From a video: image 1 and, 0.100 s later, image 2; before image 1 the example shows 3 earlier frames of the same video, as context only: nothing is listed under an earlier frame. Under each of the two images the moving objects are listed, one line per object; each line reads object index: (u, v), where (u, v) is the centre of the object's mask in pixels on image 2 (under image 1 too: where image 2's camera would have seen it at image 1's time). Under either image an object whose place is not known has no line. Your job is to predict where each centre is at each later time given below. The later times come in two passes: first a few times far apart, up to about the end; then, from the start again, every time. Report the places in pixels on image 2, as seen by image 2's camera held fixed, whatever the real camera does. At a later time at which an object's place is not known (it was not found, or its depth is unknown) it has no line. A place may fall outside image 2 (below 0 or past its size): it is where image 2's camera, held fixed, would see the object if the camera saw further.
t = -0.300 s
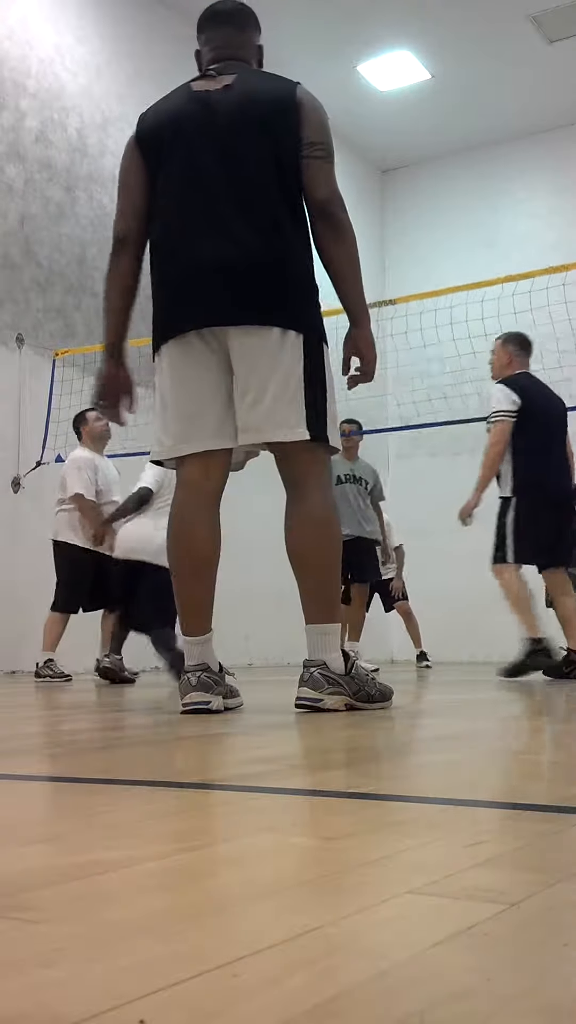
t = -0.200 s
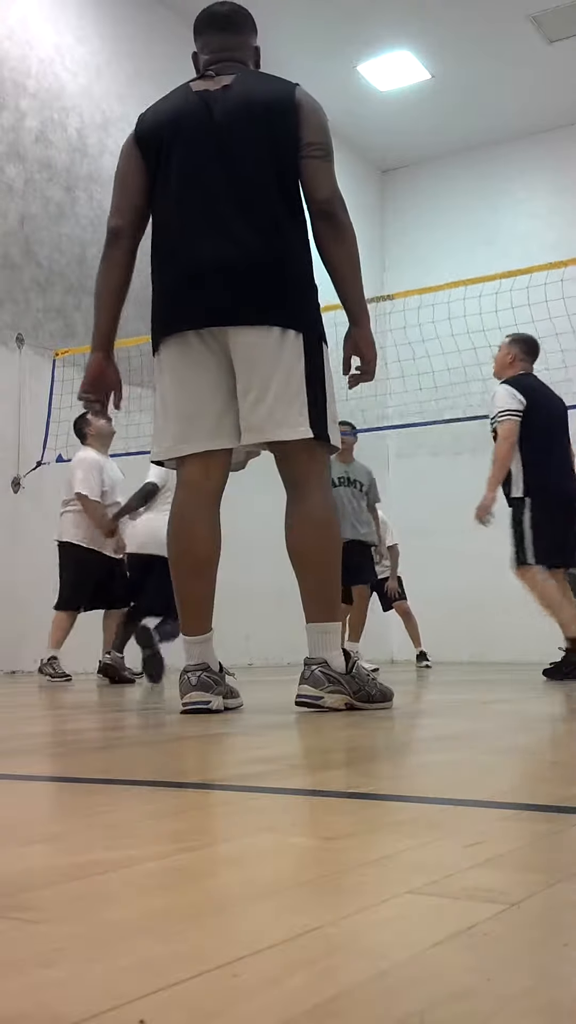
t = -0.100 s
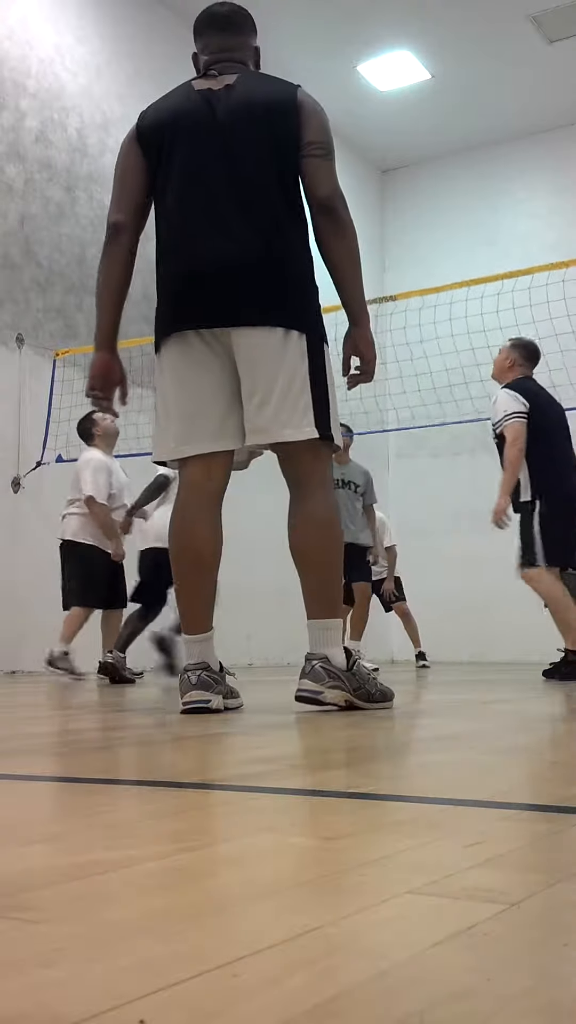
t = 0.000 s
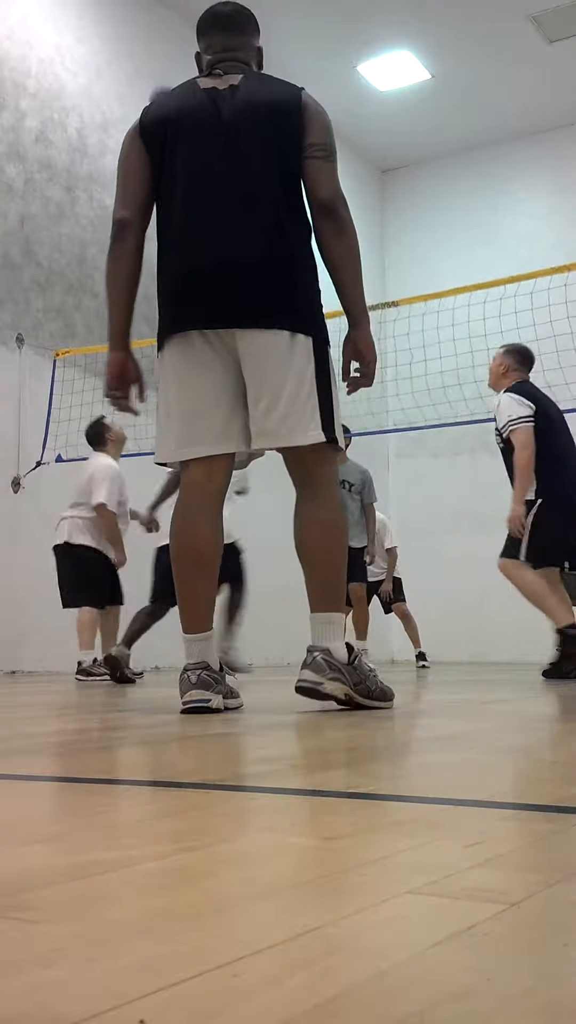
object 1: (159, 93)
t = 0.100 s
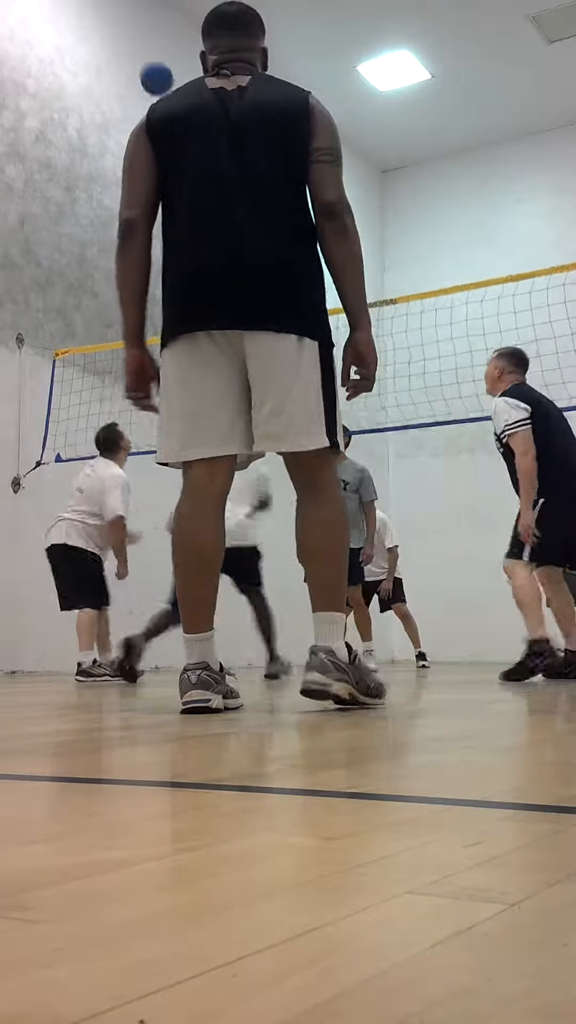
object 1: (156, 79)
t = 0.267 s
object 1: (142, 71)
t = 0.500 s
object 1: (121, 118)
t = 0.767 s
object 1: (99, 251)
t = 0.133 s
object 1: (153, 74)
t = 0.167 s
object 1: (150, 71)
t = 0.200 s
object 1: (147, 70)
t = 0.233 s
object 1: (144, 70)
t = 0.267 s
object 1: (142, 71)
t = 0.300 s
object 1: (139, 74)
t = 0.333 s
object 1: (136, 78)
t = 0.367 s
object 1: (133, 83)
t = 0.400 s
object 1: (130, 90)
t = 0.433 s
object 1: (127, 98)
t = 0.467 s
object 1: (124, 108)
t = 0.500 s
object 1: (121, 118)
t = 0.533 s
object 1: (118, 130)
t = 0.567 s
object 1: (115, 143)
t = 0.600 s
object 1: (113, 158)
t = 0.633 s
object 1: (110, 173)
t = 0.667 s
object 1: (107, 190)
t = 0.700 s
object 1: (105, 208)
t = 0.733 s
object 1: (102, 229)
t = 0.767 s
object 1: (99, 251)
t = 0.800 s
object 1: (97, 272)
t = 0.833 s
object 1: (94, 298)
